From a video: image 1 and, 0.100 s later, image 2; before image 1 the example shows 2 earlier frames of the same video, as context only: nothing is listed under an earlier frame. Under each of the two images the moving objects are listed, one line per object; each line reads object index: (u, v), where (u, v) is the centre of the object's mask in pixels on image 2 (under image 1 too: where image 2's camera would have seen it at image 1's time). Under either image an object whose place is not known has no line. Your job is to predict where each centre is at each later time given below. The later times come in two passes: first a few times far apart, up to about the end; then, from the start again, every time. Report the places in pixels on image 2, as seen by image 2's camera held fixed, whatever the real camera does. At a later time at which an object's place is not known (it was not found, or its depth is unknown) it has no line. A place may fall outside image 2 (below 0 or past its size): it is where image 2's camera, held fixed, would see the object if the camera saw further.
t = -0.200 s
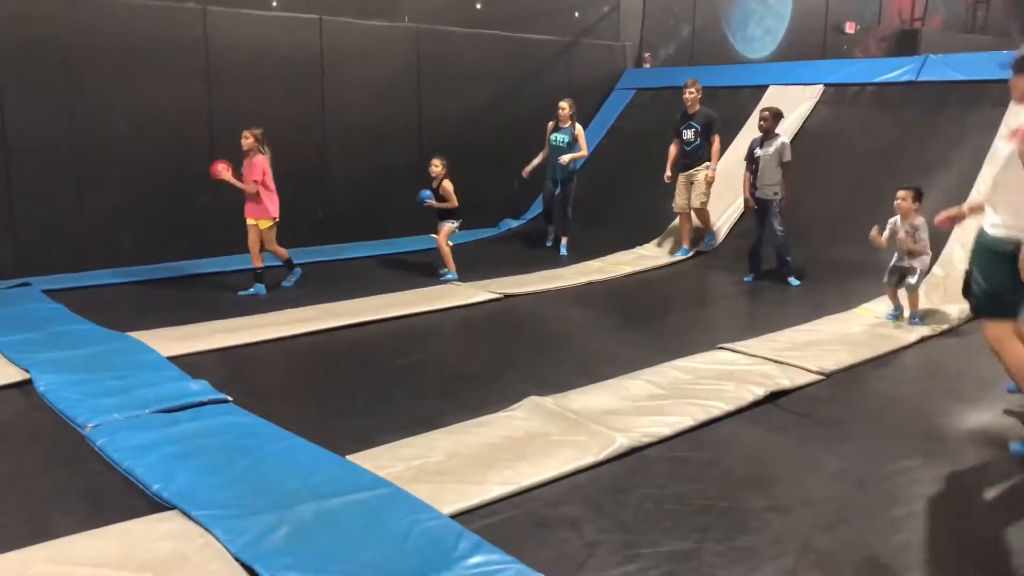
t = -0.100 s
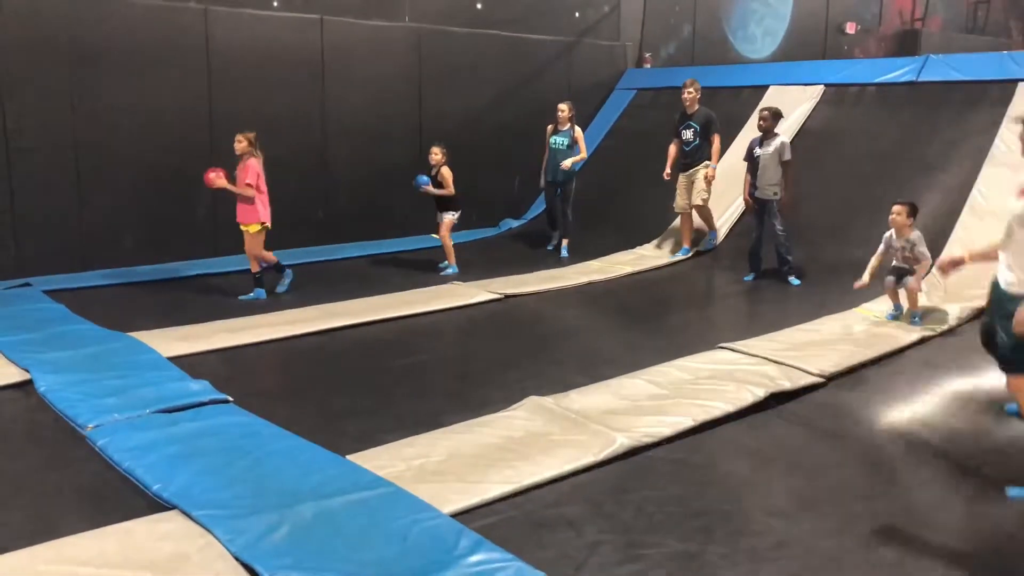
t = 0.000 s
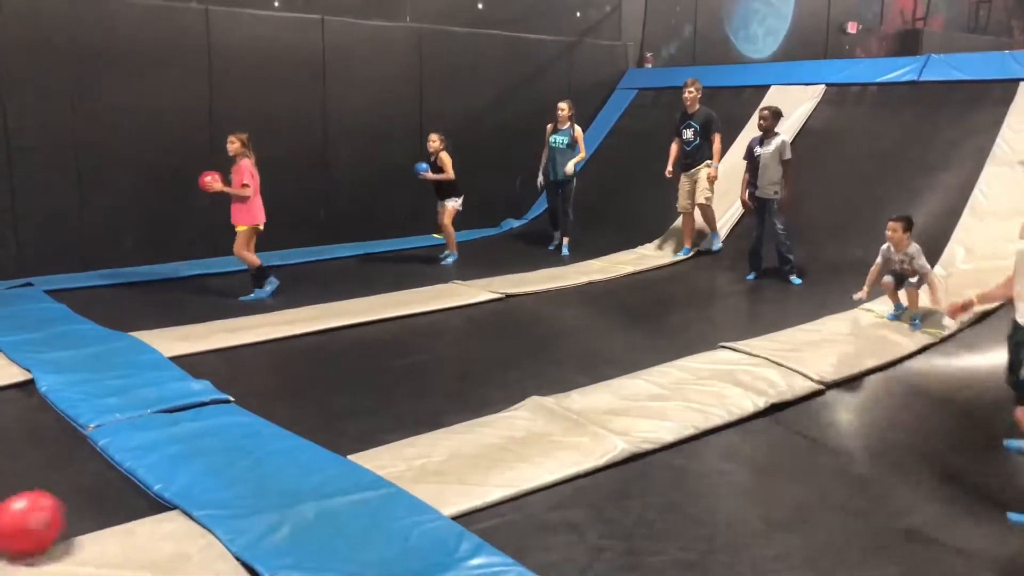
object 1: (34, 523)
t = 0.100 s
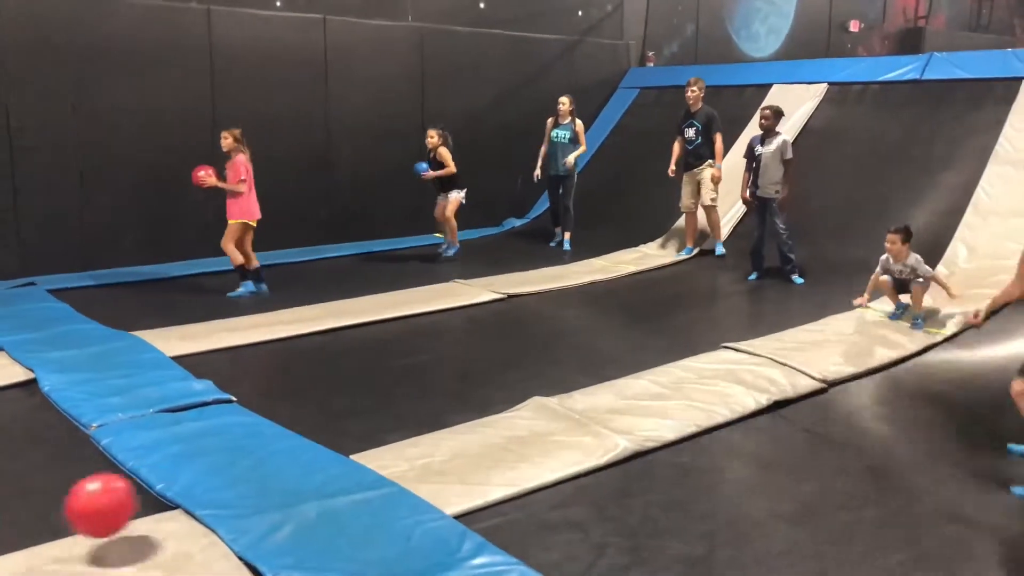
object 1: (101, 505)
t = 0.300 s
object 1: (240, 517)
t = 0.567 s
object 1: (416, 531)
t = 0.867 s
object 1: (599, 546)
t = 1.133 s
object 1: (758, 546)
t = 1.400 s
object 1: (912, 570)
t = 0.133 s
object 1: (123, 505)
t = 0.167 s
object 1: (148, 509)
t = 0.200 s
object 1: (172, 515)
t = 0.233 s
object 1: (197, 523)
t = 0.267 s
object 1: (219, 521)
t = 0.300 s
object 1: (240, 517)
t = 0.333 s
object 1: (262, 517)
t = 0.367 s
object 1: (283, 520)
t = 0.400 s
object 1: (306, 525)
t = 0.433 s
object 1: (328, 527)
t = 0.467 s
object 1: (350, 526)
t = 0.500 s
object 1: (372, 529)
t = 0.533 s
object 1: (394, 531)
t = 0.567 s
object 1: (416, 531)
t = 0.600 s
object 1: (438, 531)
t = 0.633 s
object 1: (458, 528)
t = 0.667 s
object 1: (479, 525)
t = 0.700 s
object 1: (499, 526)
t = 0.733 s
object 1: (519, 529)
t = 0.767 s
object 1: (538, 534)
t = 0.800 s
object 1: (559, 543)
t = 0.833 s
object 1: (579, 551)
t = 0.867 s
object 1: (599, 546)
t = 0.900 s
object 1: (620, 542)
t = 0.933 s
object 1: (640, 541)
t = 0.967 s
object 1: (660, 542)
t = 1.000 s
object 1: (679, 546)
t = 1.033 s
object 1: (699, 551)
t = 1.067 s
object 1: (718, 547)
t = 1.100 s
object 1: (738, 545)
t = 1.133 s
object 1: (758, 546)
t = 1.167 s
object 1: (776, 549)
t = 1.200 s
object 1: (795, 554)
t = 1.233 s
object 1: (814, 559)
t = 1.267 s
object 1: (832, 566)
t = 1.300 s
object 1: (850, 567)
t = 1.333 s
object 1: (871, 569)
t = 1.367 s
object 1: (891, 571)
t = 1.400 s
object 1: (912, 570)
